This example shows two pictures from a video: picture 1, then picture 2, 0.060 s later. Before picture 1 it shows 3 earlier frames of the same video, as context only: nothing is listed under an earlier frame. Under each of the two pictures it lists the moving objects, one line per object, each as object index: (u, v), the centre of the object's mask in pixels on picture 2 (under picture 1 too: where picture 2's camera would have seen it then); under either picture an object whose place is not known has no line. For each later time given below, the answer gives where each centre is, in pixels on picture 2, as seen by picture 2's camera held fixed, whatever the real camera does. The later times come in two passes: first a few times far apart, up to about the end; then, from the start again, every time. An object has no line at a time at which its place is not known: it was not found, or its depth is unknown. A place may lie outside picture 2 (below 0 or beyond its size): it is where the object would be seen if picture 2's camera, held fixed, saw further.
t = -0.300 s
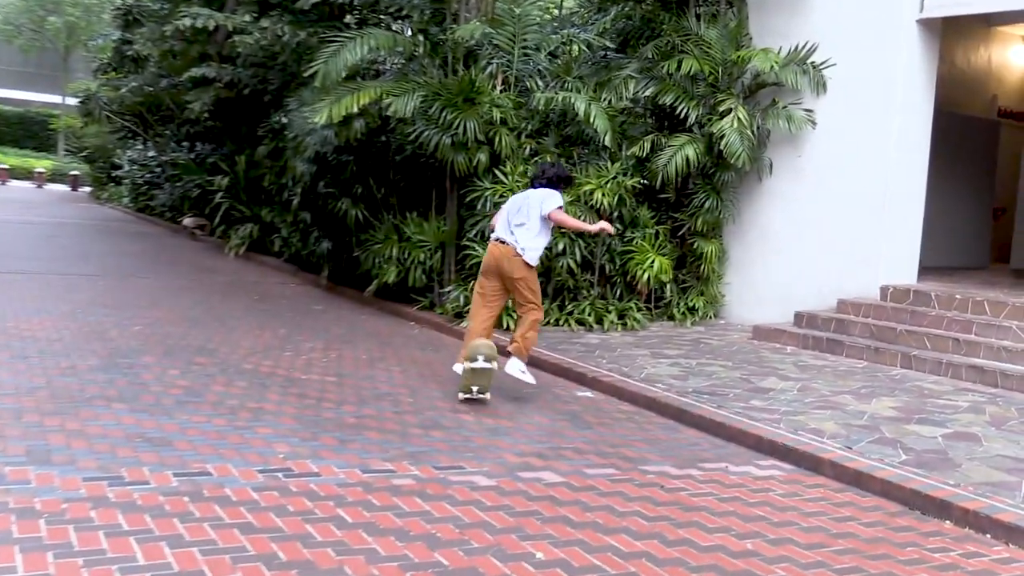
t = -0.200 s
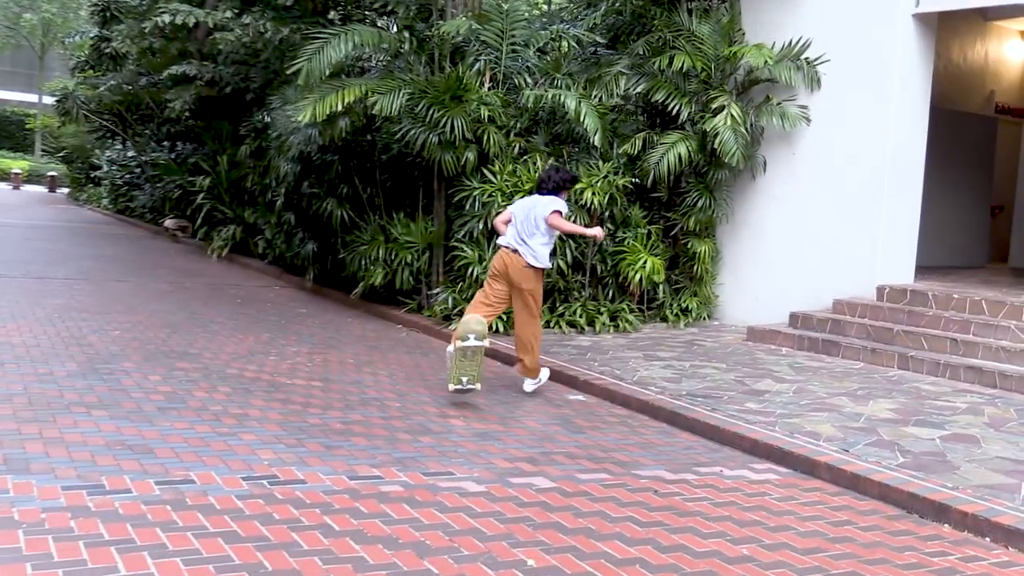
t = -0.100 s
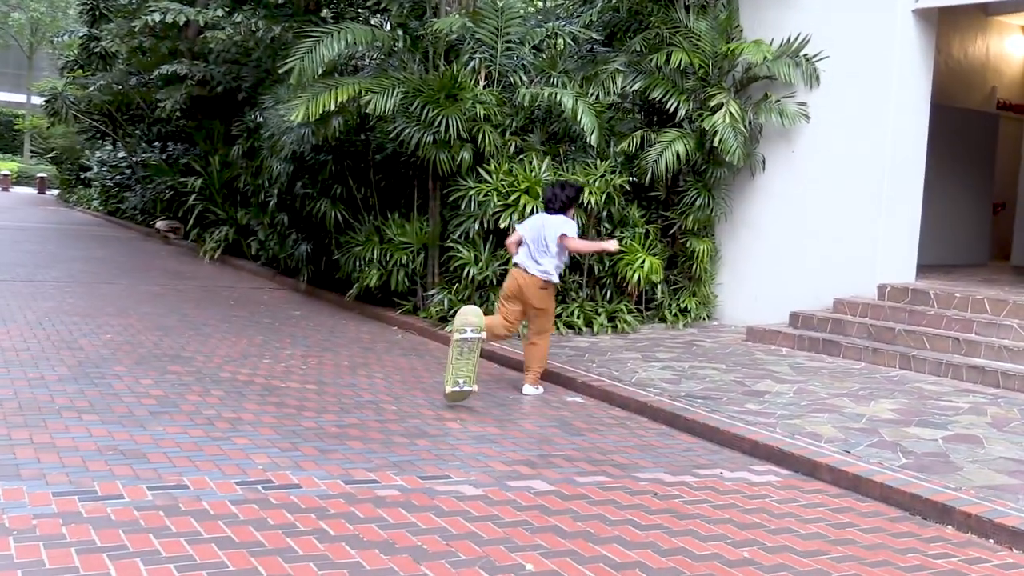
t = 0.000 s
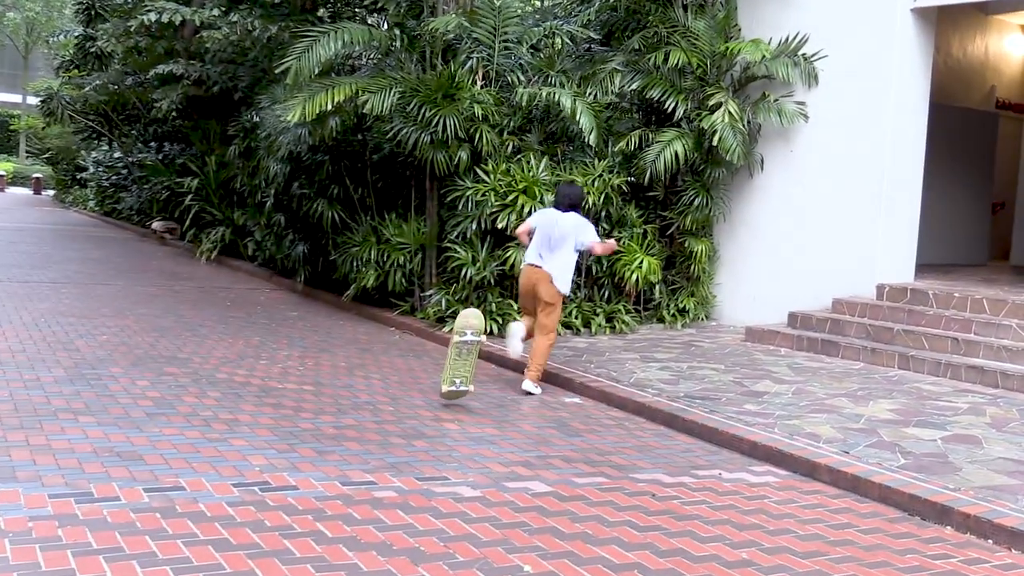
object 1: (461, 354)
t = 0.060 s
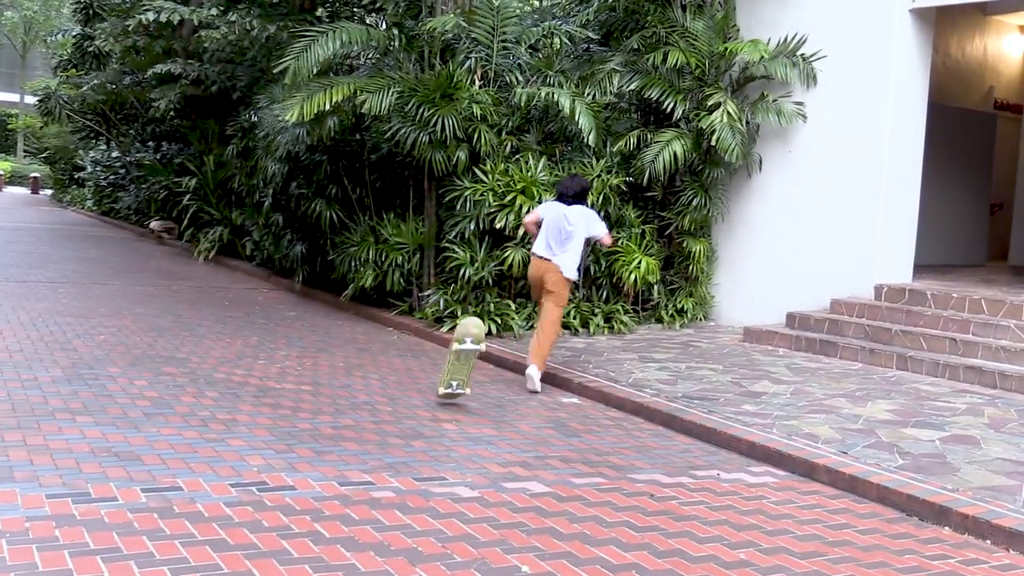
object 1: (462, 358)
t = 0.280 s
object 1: (458, 395)
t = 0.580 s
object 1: (456, 395)
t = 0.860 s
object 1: (452, 394)
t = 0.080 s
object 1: (462, 361)
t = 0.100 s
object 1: (462, 364)
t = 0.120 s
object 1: (463, 367)
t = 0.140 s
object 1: (463, 371)
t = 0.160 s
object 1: (463, 375)
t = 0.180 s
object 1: (463, 380)
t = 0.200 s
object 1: (463, 386)
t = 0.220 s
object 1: (459, 393)
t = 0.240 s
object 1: (458, 395)
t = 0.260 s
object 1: (458, 396)
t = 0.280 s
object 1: (458, 395)
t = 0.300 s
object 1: (458, 395)
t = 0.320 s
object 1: (459, 394)
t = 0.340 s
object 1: (459, 393)
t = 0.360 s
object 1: (459, 393)
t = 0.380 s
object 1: (459, 392)
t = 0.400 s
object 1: (459, 392)
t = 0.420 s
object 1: (459, 392)
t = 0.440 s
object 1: (458, 393)
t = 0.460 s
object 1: (457, 392)
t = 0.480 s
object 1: (457, 393)
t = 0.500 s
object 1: (456, 395)
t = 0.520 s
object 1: (456, 396)
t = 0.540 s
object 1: (456, 395)
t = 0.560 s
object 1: (456, 395)
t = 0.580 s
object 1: (456, 395)
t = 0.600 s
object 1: (455, 395)
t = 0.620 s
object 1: (456, 395)
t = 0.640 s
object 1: (455, 395)
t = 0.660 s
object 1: (456, 395)
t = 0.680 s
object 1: (455, 395)
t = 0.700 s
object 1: (455, 395)
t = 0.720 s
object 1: (455, 395)
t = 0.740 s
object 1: (455, 395)
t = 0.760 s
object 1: (454, 394)
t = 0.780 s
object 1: (454, 395)
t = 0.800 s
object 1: (454, 394)
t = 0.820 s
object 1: (453, 394)
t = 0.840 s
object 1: (453, 394)
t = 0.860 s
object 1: (452, 394)
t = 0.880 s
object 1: (452, 394)
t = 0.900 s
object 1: (452, 394)
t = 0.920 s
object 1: (451, 394)
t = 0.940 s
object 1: (452, 394)
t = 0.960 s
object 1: (451, 393)
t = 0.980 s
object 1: (451, 393)
